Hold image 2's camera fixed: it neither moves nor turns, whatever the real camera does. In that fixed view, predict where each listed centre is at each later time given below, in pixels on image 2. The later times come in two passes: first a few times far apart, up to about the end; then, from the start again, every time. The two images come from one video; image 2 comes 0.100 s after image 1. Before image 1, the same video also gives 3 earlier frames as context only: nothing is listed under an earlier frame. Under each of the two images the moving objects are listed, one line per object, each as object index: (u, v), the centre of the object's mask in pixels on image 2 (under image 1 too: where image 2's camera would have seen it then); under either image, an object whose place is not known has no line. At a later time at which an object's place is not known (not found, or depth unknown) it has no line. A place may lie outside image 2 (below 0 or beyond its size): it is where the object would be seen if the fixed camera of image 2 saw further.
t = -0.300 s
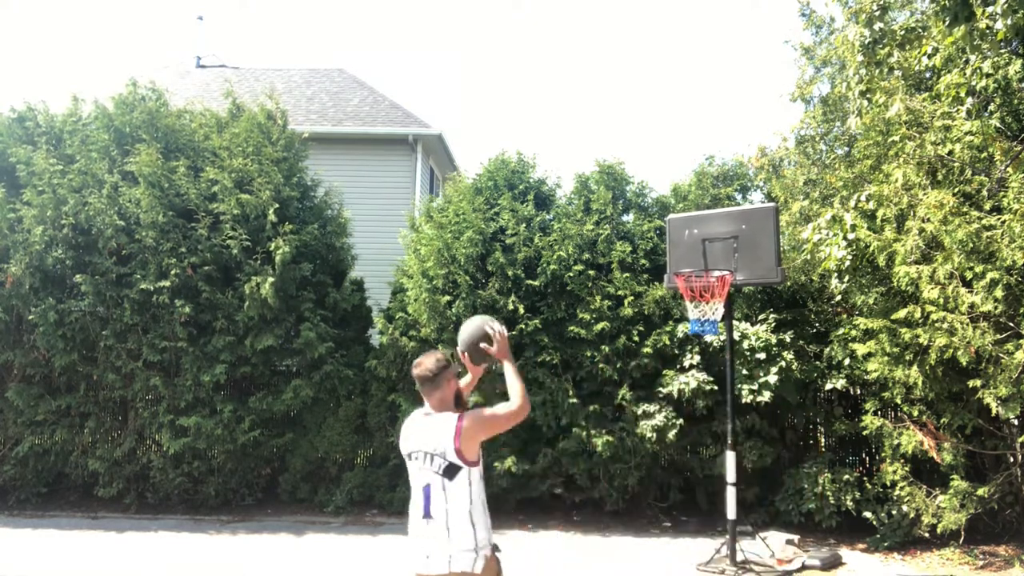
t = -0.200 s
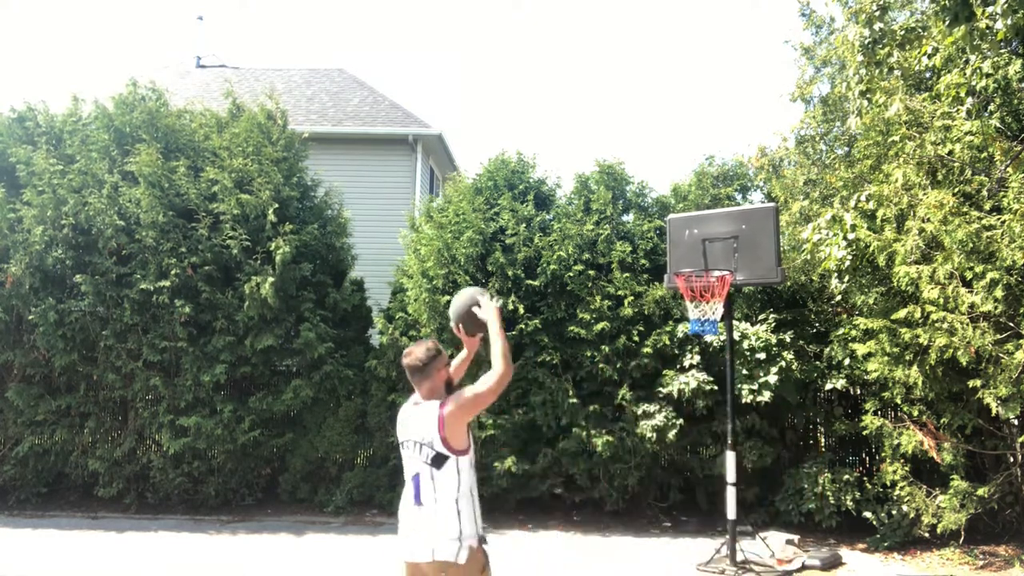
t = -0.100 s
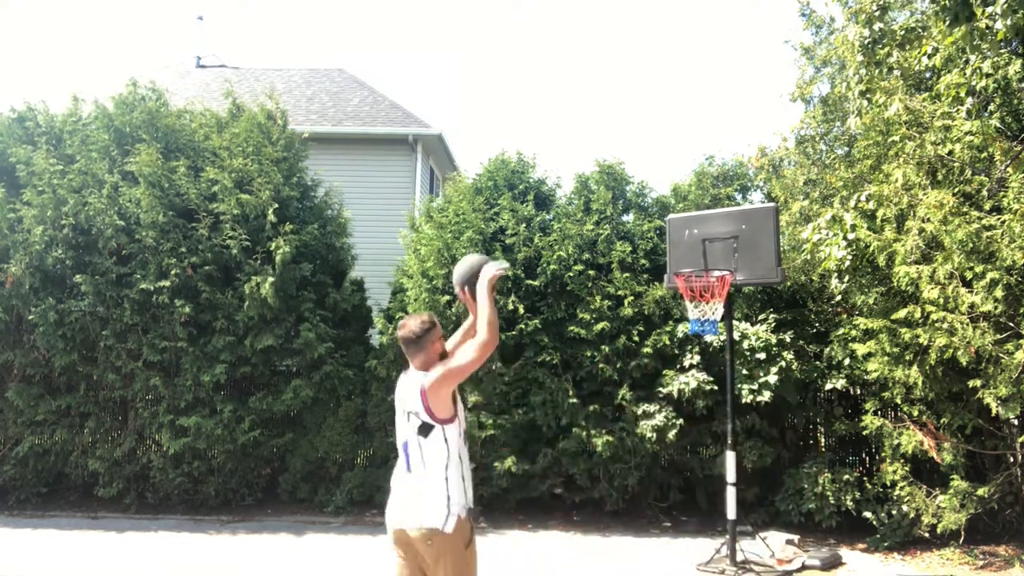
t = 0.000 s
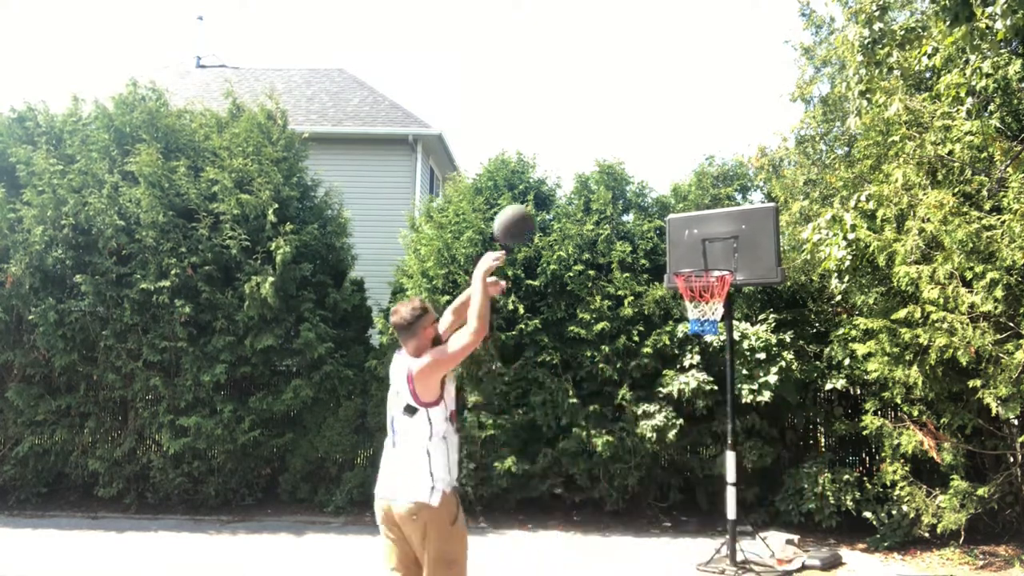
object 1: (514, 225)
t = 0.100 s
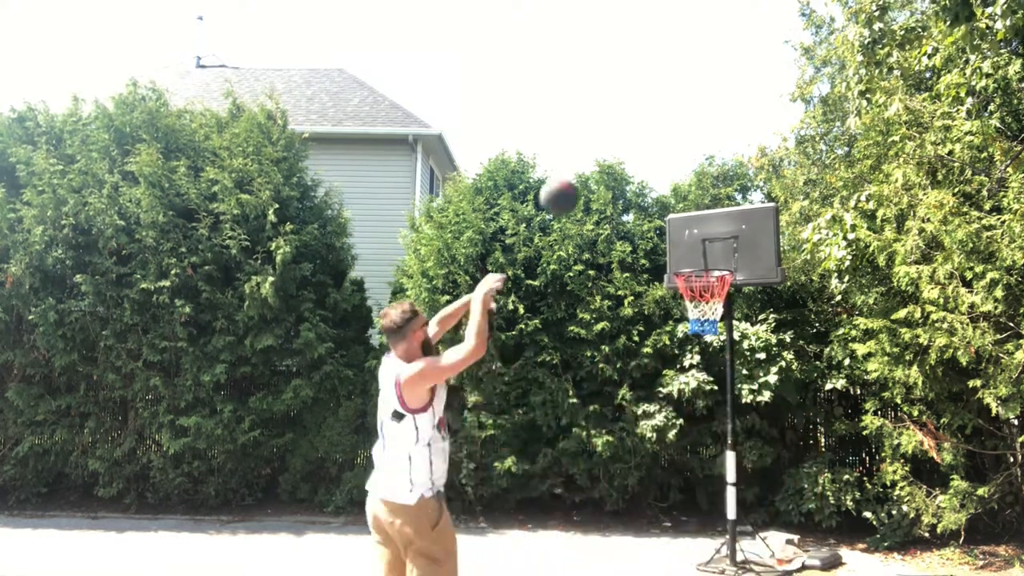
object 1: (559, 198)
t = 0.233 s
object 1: (606, 186)
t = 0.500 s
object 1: (672, 230)
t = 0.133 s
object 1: (574, 194)
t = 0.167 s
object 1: (586, 190)
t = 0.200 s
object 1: (597, 186)
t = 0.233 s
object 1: (606, 186)
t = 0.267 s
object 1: (616, 187)
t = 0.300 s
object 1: (625, 189)
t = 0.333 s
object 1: (634, 193)
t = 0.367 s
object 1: (643, 199)
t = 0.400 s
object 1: (651, 205)
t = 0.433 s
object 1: (658, 213)
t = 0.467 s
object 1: (665, 221)
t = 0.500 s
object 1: (672, 230)
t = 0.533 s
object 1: (679, 241)
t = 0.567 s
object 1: (685, 252)
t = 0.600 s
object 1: (691, 261)
